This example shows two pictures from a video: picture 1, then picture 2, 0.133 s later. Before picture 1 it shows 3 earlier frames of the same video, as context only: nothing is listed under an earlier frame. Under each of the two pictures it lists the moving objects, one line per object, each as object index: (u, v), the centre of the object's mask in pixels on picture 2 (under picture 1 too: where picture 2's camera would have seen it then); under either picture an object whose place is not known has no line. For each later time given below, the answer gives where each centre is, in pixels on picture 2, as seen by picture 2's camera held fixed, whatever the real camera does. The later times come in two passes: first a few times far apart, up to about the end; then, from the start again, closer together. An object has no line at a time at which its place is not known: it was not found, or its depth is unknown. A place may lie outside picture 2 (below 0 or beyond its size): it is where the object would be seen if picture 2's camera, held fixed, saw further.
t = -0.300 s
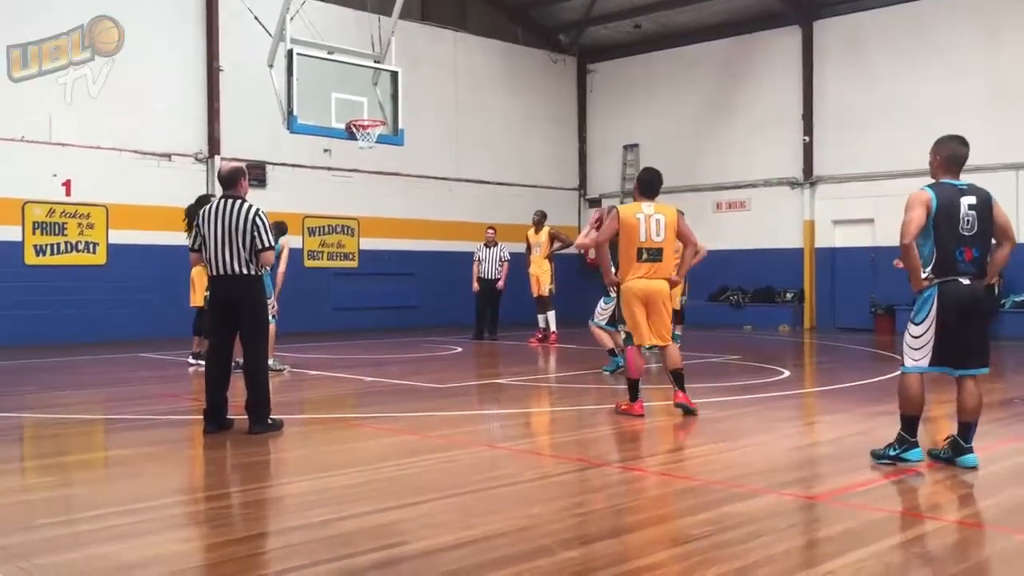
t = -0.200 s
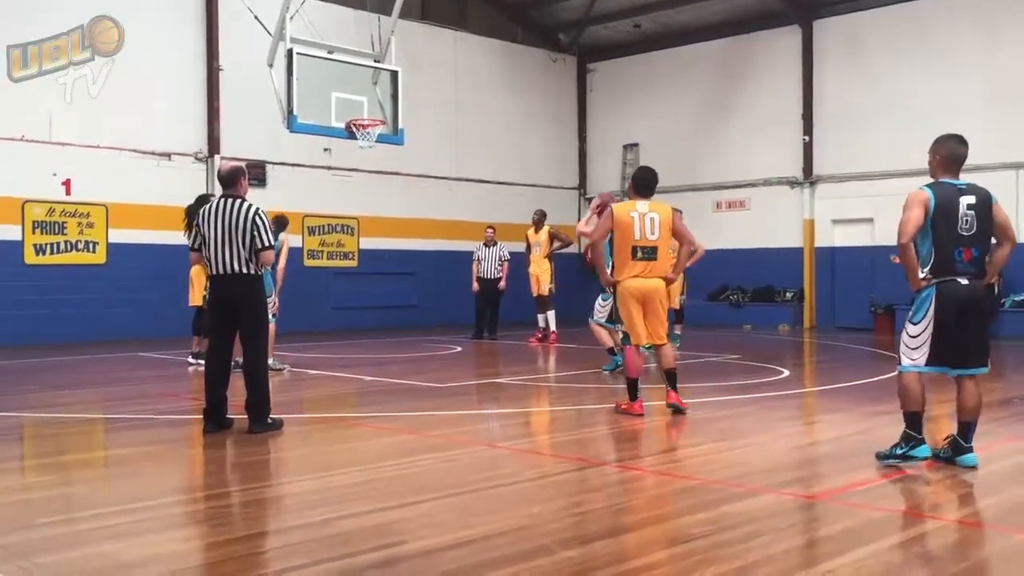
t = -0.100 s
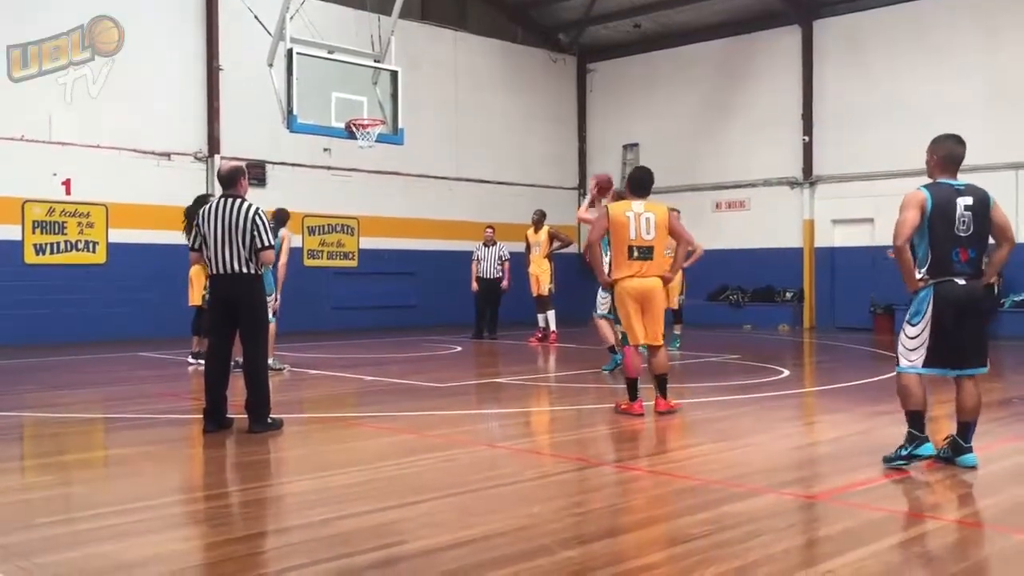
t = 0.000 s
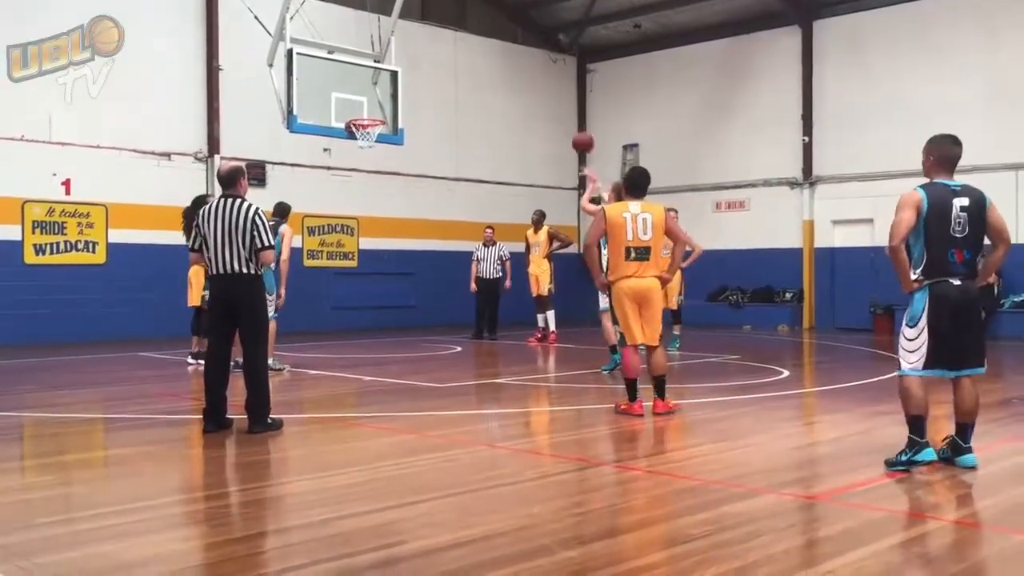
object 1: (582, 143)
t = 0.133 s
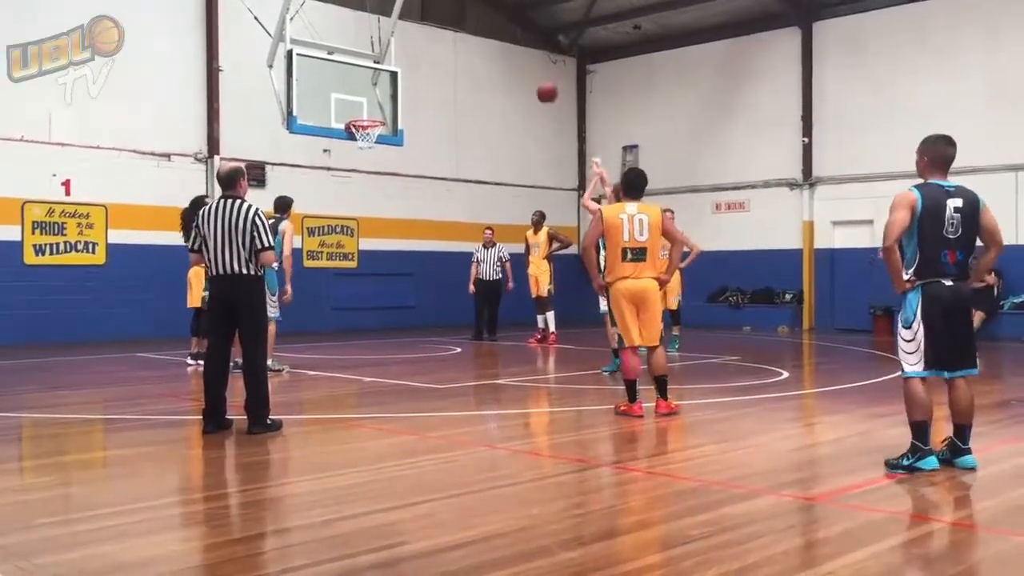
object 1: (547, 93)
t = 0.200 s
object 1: (529, 74)
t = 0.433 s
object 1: (474, 38)
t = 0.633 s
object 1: (431, 44)
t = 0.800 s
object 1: (397, 70)
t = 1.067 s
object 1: (356, 139)
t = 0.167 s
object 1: (538, 83)
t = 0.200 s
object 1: (529, 74)
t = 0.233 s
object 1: (521, 65)
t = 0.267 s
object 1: (513, 59)
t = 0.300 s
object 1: (505, 52)
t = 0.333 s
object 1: (497, 47)
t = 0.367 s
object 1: (489, 43)
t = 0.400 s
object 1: (481, 40)
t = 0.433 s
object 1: (474, 38)
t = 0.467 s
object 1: (467, 36)
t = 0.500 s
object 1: (459, 36)
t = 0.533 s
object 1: (452, 37)
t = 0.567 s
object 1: (445, 38)
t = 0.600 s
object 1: (437, 41)
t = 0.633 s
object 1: (431, 44)
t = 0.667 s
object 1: (424, 47)
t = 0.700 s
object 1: (417, 52)
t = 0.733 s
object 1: (410, 57)
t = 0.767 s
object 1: (404, 63)
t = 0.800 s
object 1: (397, 70)
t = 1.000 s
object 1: (362, 127)
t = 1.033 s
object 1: (356, 136)
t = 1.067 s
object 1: (356, 139)
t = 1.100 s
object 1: (355, 140)
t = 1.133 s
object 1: (354, 145)
